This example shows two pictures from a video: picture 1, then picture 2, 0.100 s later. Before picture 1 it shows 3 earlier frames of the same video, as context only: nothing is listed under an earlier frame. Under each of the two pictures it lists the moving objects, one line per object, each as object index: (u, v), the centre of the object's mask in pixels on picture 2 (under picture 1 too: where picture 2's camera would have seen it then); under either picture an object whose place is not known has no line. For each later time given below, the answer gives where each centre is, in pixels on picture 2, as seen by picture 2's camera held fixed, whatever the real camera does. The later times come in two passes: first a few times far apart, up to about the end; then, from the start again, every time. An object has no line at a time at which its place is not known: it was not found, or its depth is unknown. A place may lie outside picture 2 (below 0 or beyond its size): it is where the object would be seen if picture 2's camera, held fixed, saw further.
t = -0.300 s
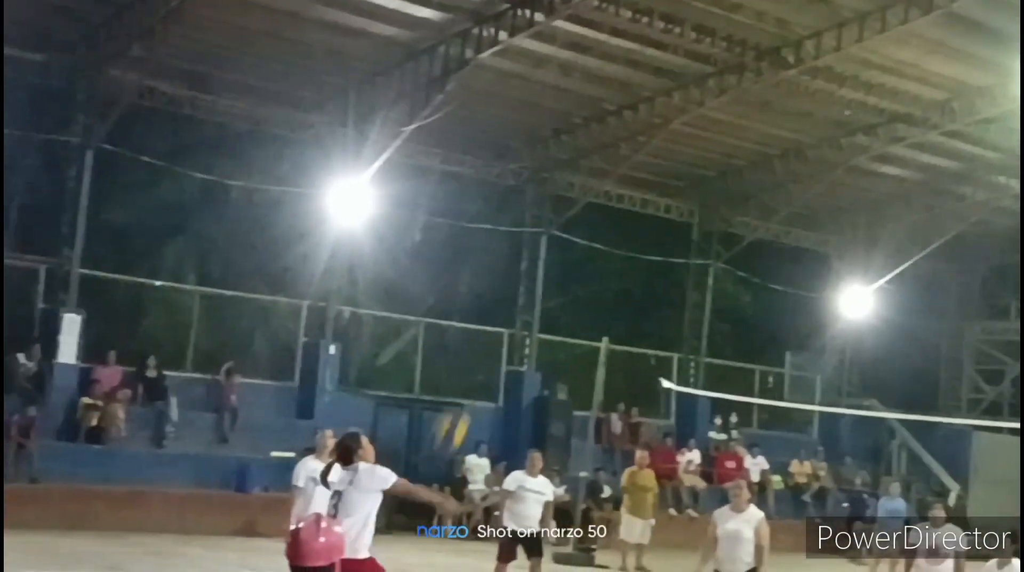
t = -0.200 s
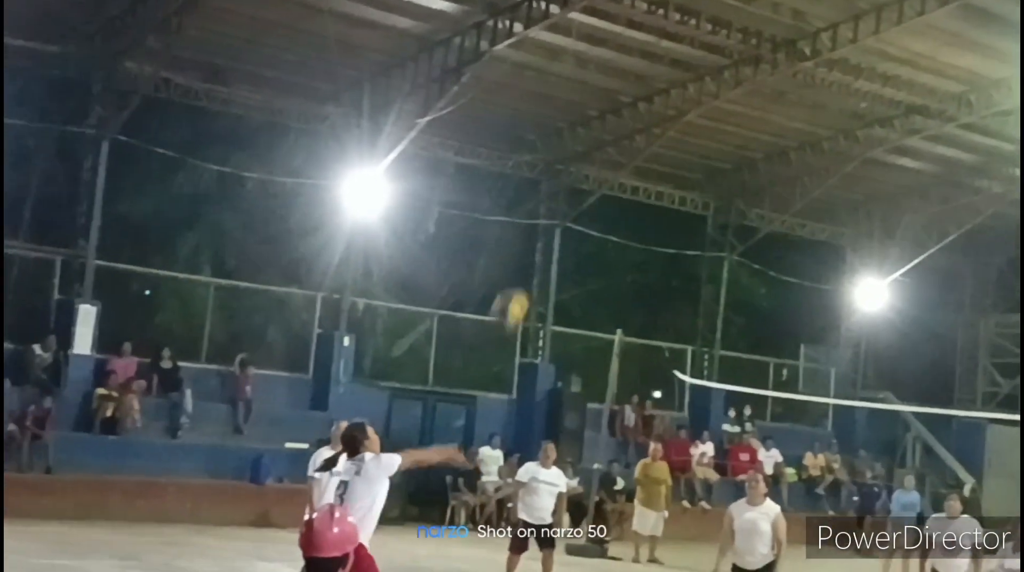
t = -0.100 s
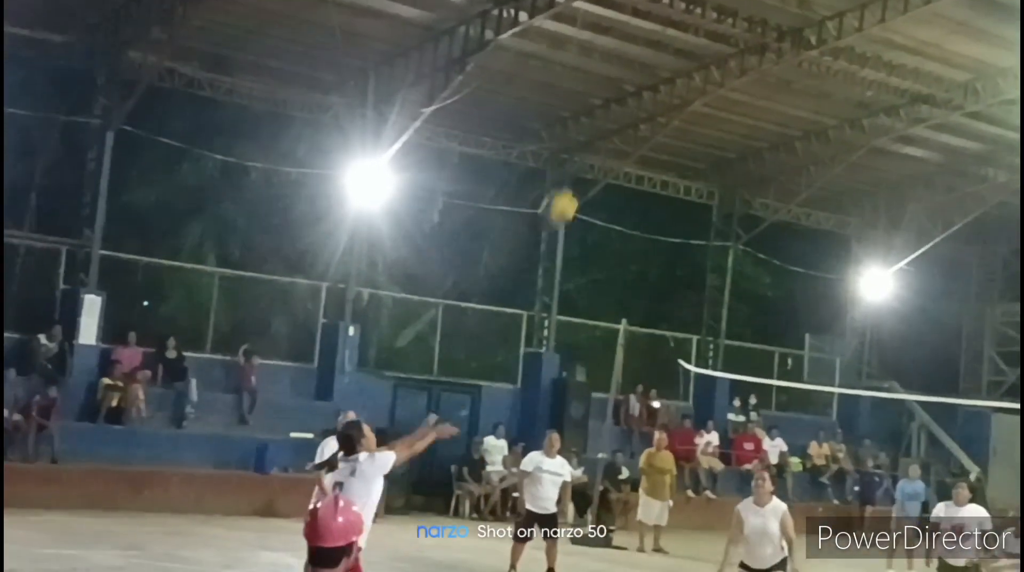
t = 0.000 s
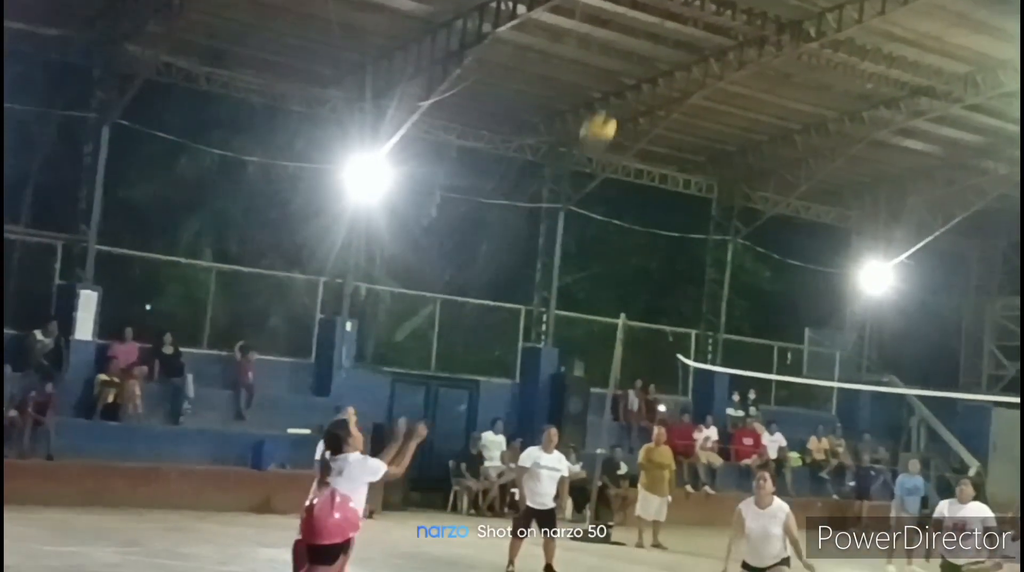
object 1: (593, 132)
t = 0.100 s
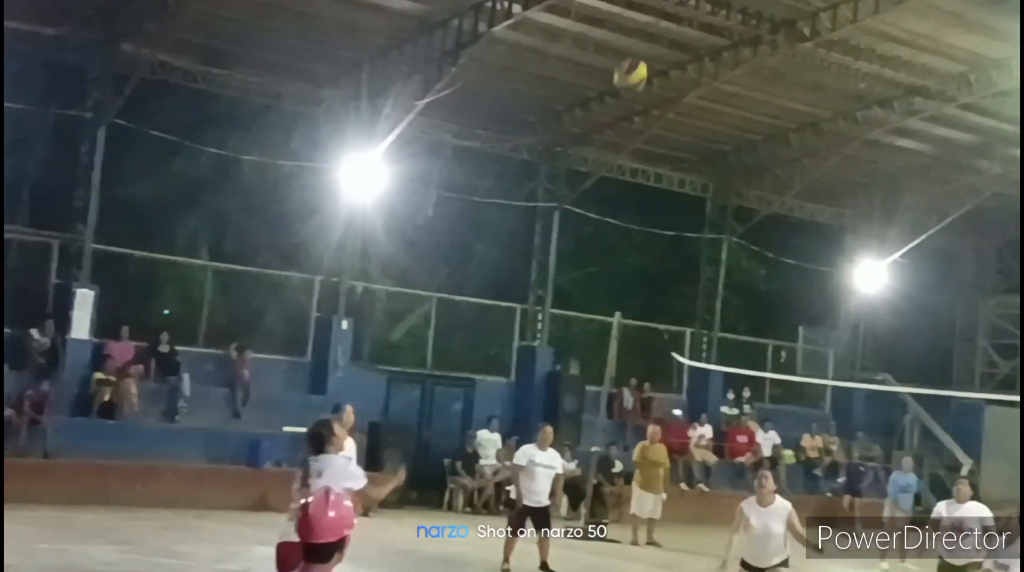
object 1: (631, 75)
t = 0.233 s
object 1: (675, 29)
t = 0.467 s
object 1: (744, 11)
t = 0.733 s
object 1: (811, 83)
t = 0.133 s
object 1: (642, 62)
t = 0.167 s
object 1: (654, 48)
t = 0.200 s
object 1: (665, 37)
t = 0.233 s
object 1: (675, 29)
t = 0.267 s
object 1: (686, 22)
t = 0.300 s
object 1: (696, 15)
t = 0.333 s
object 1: (705, 12)
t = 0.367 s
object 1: (715, 9)
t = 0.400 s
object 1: (726, 9)
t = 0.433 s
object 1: (736, 10)
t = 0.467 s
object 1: (744, 11)
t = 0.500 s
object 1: (755, 15)
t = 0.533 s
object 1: (761, 19)
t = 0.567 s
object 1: (771, 27)
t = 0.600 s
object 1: (778, 33)
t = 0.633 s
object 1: (788, 43)
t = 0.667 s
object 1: (796, 55)
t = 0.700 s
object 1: (803, 68)
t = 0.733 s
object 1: (811, 83)
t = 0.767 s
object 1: (818, 99)
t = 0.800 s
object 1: (825, 116)
